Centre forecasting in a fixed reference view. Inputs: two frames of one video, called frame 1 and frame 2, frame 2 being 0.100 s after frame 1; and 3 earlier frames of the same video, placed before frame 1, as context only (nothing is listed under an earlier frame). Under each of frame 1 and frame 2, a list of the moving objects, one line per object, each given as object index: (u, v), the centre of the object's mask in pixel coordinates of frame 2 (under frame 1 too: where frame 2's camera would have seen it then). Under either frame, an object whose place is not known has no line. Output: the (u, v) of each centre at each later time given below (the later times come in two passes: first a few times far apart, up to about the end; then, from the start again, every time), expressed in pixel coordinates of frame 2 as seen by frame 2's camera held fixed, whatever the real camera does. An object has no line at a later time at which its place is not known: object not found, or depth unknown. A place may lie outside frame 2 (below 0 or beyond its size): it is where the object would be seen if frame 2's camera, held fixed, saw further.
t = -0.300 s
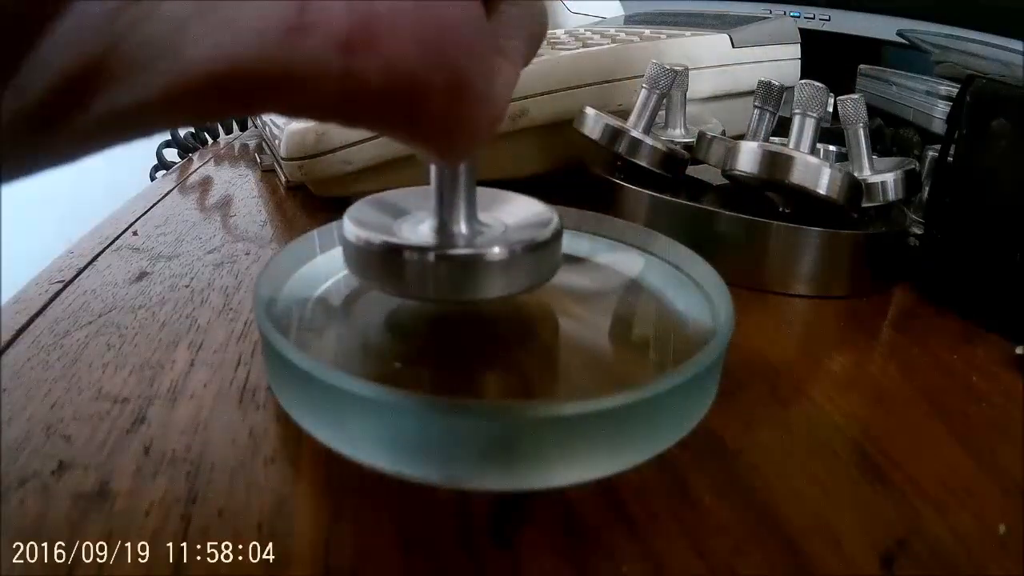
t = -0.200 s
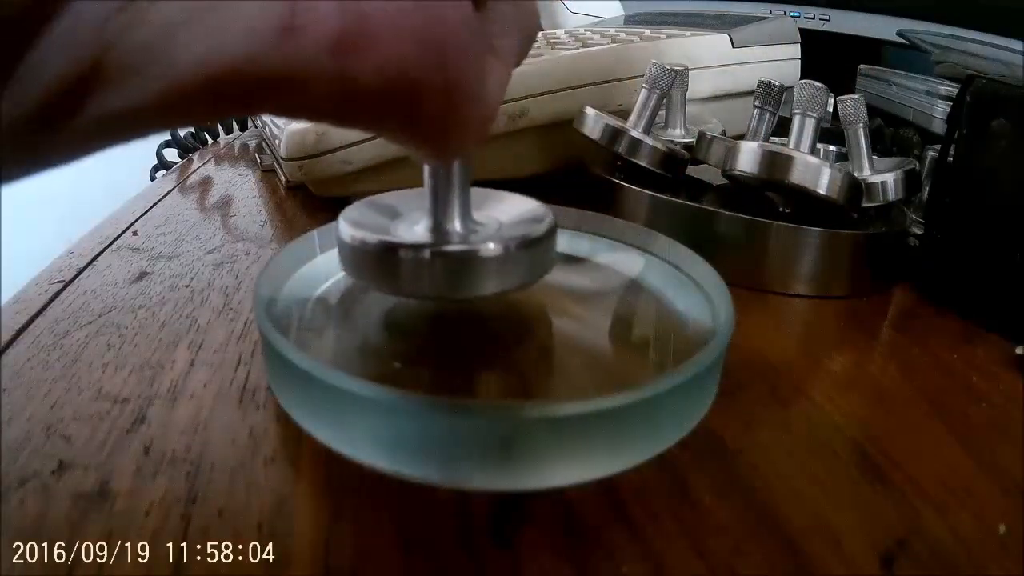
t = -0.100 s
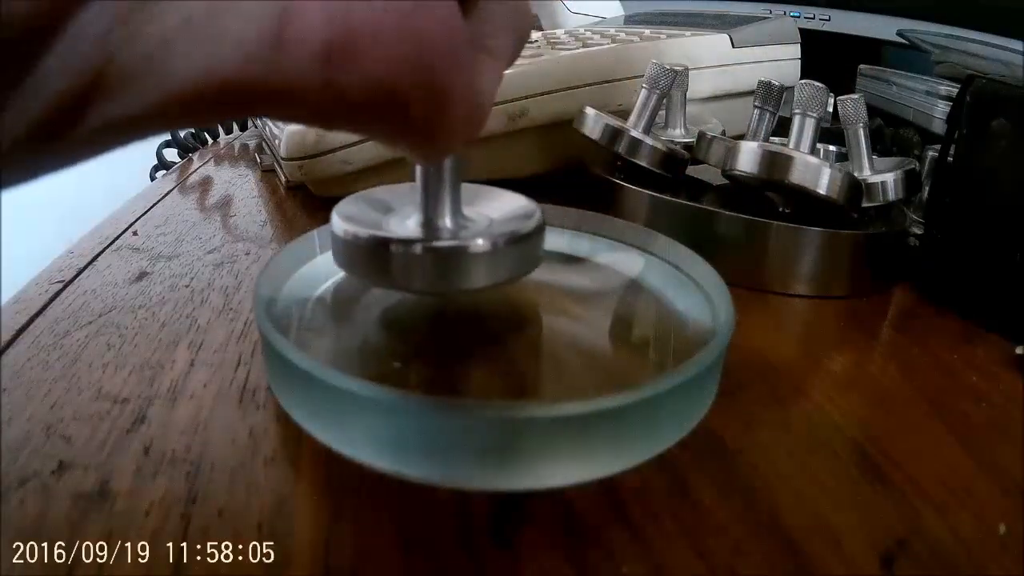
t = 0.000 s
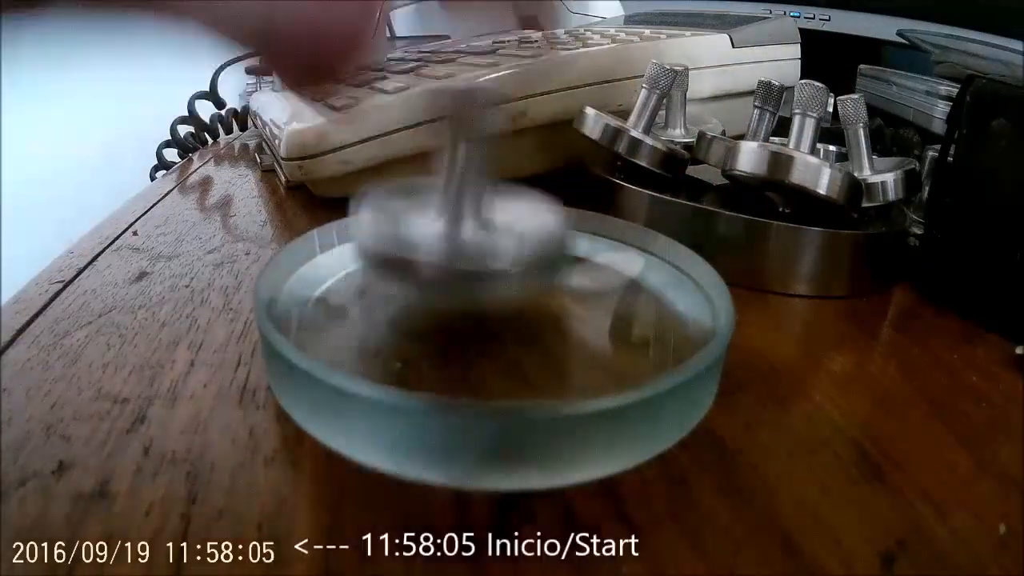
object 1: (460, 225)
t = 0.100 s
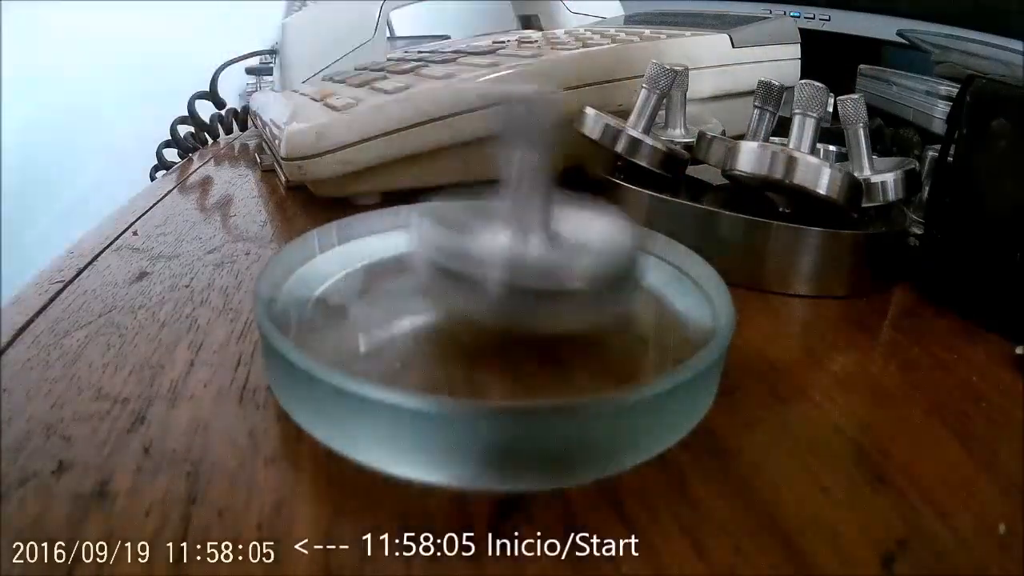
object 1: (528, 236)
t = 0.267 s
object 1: (566, 243)
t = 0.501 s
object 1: (446, 224)
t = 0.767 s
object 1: (441, 212)
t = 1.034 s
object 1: (500, 231)
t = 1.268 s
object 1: (486, 230)
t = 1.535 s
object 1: (469, 227)
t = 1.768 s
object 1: (460, 224)
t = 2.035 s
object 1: (460, 220)
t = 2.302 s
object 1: (469, 218)
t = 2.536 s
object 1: (480, 219)
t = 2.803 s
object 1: (495, 220)
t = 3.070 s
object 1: (505, 223)
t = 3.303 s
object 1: (506, 226)
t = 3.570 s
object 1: (500, 229)
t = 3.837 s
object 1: (488, 230)
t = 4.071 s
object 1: (476, 229)
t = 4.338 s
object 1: (465, 225)
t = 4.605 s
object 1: (463, 222)
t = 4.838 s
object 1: (467, 220)
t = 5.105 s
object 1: (478, 219)
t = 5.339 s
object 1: (489, 219)
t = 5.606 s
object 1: (500, 222)
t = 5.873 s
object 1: (505, 224)
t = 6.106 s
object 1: (501, 227)
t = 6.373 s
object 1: (491, 228)
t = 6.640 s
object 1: (477, 229)
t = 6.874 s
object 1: (468, 227)
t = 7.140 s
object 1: (463, 224)
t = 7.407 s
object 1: (467, 221)
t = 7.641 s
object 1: (475, 219)
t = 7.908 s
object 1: (486, 220)
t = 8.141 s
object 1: (495, 221)
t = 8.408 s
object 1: (501, 224)
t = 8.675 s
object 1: (499, 227)
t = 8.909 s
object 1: (493, 228)
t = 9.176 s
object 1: (481, 229)
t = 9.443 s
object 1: (471, 227)
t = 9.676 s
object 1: (466, 225)
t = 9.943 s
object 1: (467, 222)
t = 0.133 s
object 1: (546, 237)
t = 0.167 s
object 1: (559, 241)
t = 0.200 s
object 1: (568, 242)
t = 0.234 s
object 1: (570, 245)
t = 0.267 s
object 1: (566, 243)
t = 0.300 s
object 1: (556, 243)
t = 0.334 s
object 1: (540, 240)
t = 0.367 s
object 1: (524, 238)
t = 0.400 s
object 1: (504, 232)
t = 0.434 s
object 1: (481, 231)
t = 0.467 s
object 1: (463, 228)
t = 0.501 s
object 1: (446, 224)
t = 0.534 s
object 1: (434, 219)
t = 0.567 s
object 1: (424, 213)
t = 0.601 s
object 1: (419, 210)
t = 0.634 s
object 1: (418, 209)
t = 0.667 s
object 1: (419, 208)
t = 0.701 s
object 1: (425, 208)
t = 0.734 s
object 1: (432, 210)
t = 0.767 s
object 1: (441, 212)
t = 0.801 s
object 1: (452, 214)
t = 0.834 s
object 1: (463, 216)
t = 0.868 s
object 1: (474, 219)
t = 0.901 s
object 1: (482, 223)
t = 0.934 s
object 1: (490, 226)
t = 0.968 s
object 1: (496, 229)
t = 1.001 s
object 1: (499, 230)
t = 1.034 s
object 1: (500, 231)
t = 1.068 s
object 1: (499, 231)
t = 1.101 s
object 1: (498, 231)
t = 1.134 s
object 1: (495, 231)
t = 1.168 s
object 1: (493, 231)
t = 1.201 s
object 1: (491, 230)
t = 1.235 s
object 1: (488, 230)
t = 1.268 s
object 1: (486, 230)
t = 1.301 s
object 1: (483, 230)
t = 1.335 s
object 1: (481, 230)
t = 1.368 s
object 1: (479, 229)
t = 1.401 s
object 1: (477, 229)
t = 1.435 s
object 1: (475, 229)
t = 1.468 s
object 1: (472, 228)
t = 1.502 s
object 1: (471, 228)
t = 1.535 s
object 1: (469, 227)
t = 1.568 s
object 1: (467, 227)
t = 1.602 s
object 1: (465, 226)
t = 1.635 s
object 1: (464, 226)
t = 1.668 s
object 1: (463, 225)
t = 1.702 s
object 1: (462, 225)
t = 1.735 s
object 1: (461, 224)
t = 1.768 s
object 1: (460, 224)
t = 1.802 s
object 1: (459, 223)
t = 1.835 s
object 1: (459, 223)
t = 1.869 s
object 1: (459, 222)
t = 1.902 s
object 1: (459, 222)
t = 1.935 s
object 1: (459, 221)
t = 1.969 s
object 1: (459, 221)
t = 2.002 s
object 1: (460, 221)
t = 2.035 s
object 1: (460, 220)
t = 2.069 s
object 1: (461, 220)
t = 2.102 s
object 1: (462, 220)
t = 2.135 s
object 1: (463, 220)
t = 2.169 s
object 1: (464, 219)
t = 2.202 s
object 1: (465, 219)
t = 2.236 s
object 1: (466, 219)
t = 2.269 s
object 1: (468, 219)
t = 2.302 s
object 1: (469, 218)
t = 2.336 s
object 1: (471, 218)
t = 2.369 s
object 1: (472, 218)
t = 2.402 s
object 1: (474, 218)
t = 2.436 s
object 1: (475, 218)
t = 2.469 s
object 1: (477, 218)
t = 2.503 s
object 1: (478, 218)
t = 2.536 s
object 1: (480, 219)
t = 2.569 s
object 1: (482, 219)
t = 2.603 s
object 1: (484, 218)
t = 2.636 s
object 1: (486, 219)
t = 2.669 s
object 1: (488, 219)
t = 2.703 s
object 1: (490, 219)
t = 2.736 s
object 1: (492, 219)
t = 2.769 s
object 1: (493, 219)
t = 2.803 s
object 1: (495, 220)
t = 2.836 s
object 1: (496, 220)
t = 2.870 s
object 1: (498, 221)
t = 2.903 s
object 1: (499, 221)
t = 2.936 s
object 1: (500, 221)
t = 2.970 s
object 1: (501, 222)
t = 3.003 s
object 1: (503, 222)
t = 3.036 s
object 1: (504, 223)
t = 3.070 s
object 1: (505, 223)
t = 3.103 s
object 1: (505, 224)
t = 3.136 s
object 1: (506, 224)
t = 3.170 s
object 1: (506, 224)
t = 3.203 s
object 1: (506, 225)
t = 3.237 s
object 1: (506, 225)
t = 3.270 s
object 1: (507, 225)
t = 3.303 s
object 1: (506, 226)
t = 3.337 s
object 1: (506, 226)
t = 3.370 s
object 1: (506, 227)
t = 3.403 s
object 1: (505, 227)
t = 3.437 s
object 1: (505, 227)
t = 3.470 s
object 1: (504, 227)
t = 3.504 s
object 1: (503, 228)
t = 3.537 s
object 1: (502, 228)
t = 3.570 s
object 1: (500, 229)
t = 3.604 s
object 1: (499, 229)
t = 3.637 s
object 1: (498, 229)
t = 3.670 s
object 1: (497, 230)
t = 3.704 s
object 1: (495, 230)
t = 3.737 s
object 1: (494, 230)
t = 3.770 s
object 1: (492, 230)
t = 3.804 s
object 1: (490, 230)
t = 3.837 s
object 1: (488, 230)
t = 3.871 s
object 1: (487, 230)
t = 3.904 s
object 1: (485, 230)
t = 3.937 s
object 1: (483, 230)
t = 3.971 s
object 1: (481, 230)
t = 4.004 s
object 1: (479, 229)
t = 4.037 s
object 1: (477, 229)
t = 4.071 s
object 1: (476, 229)
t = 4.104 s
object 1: (474, 229)
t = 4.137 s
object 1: (472, 228)
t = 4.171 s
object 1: (471, 228)
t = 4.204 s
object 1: (469, 227)
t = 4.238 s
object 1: (468, 227)
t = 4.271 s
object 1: (467, 226)
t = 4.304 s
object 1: (466, 226)
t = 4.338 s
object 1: (465, 225)
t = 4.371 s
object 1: (464, 225)
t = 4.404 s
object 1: (464, 224)
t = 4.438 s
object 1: (463, 224)
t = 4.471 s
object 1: (463, 224)
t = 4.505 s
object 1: (463, 223)
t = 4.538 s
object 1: (462, 223)
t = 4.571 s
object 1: (463, 222)
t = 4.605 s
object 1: (463, 222)
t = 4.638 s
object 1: (463, 221)
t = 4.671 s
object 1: (463, 221)
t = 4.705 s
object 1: (464, 220)
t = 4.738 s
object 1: (465, 220)
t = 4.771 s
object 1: (466, 220)
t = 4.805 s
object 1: (467, 220)
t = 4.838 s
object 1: (467, 220)
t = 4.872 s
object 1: (469, 219)
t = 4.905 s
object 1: (470, 219)
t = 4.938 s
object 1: (471, 219)
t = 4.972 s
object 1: (472, 219)
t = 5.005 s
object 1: (474, 219)
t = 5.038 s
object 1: (475, 219)
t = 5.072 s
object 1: (476, 218)
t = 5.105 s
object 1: (478, 219)
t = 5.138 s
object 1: (480, 219)
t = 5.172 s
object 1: (481, 219)
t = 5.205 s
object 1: (483, 219)
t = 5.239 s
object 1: (484, 219)
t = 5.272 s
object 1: (486, 219)
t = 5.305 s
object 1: (488, 219)
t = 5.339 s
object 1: (489, 219)
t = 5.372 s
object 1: (491, 220)
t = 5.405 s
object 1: (492, 219)
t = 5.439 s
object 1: (494, 220)
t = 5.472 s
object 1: (495, 220)
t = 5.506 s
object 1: (496, 220)
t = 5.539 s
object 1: (497, 221)
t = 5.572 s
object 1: (498, 221)
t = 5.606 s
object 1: (500, 222)
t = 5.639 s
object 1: (500, 222)
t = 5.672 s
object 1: (501, 222)
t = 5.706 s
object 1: (502, 223)
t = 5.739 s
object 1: (503, 222)
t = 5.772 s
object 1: (503, 223)
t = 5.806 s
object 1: (504, 223)
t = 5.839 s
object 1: (504, 224)
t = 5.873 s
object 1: (505, 224)
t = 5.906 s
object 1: (505, 225)
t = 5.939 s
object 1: (505, 225)
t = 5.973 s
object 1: (504, 226)
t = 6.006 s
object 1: (504, 226)
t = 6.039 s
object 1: (503, 226)
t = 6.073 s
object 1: (502, 226)
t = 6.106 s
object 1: (501, 227)
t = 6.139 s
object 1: (500, 227)
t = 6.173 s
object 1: (500, 227)
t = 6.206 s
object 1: (498, 228)
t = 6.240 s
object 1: (497, 228)
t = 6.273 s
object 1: (495, 228)
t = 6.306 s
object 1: (494, 228)
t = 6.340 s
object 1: (492, 228)
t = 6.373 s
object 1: (491, 228)
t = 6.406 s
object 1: (489, 229)
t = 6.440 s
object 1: (488, 229)
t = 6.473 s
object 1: (486, 229)
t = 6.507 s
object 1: (484, 229)
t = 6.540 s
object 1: (483, 229)
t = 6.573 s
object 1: (481, 229)
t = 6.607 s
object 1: (479, 229)
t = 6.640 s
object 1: (477, 229)
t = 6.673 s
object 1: (476, 228)
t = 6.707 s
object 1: (474, 228)
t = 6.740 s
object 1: (473, 228)
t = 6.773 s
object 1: (471, 227)
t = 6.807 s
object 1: (470, 227)
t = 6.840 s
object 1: (469, 227)
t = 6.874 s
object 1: (468, 227)
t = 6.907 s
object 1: (467, 226)
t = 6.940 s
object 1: (466, 226)
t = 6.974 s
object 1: (465, 226)
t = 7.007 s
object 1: (465, 225)
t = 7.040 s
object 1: (464, 225)
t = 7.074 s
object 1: (464, 224)
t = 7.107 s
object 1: (464, 224)
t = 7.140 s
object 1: (463, 224)
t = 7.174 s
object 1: (463, 223)
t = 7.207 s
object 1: (464, 223)
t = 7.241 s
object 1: (464, 222)
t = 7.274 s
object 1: (464, 222)
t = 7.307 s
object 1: (465, 222)
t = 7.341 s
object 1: (465, 222)
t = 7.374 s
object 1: (466, 221)
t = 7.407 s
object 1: (467, 221)
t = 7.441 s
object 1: (468, 221)
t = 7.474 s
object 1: (469, 221)
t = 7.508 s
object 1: (470, 220)
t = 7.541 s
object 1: (471, 220)
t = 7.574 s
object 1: (472, 220)
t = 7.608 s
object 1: (474, 219)
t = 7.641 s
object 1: (475, 219)
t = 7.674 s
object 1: (476, 220)
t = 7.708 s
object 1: (478, 220)
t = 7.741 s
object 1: (479, 220)
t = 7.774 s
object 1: (480, 220)
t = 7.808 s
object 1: (482, 220)
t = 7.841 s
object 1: (483, 220)
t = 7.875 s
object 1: (485, 220)
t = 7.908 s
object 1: (486, 220)
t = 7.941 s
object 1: (488, 220)
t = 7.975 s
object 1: (489, 220)
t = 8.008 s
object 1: (490, 220)
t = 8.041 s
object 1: (492, 220)
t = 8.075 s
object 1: (493, 221)
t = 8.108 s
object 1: (494, 221)
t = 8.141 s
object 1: (495, 221)
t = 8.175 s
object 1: (496, 222)
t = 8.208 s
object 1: (497, 222)
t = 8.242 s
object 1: (498, 222)
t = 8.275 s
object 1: (499, 222)
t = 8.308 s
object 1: (499, 223)
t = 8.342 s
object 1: (500, 223)
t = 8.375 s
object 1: (500, 223)
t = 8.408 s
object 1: (501, 224)
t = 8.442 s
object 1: (501, 224)
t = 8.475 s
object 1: (501, 224)
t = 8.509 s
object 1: (501, 225)
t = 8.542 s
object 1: (501, 225)
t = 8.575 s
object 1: (501, 225)
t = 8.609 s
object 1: (500, 226)
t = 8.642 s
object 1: (500, 226)
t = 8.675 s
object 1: (499, 227)
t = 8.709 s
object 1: (498, 227)
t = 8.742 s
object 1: (498, 227)
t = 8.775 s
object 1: (497, 227)
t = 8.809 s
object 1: (496, 228)
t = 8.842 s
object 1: (495, 228)
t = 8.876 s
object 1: (494, 228)
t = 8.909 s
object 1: (493, 228)
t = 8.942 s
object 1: (491, 228)
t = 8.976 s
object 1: (490, 228)
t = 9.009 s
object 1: (488, 228)
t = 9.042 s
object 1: (487, 229)
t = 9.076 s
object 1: (486, 229)
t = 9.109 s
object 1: (484, 229)
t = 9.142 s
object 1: (482, 229)
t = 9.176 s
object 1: (481, 229)
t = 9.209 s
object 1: (480, 229)
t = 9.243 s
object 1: (478, 228)
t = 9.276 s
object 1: (477, 228)
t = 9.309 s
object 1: (475, 228)
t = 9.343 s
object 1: (474, 228)
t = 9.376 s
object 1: (473, 228)
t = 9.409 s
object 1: (472, 228)
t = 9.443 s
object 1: (471, 227)
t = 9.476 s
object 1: (469, 227)
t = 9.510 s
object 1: (469, 227)
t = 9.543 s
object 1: (468, 226)
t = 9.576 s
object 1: (467, 226)
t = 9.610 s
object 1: (467, 225)
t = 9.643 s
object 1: (466, 225)
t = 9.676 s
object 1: (466, 225)
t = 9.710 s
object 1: (466, 224)
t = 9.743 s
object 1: (465, 224)
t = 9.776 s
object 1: (465, 223)
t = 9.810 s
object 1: (466, 223)
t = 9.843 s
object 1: (466, 223)
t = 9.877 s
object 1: (466, 222)
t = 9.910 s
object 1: (466, 222)
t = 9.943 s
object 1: (467, 222)
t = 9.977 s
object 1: (468, 221)
